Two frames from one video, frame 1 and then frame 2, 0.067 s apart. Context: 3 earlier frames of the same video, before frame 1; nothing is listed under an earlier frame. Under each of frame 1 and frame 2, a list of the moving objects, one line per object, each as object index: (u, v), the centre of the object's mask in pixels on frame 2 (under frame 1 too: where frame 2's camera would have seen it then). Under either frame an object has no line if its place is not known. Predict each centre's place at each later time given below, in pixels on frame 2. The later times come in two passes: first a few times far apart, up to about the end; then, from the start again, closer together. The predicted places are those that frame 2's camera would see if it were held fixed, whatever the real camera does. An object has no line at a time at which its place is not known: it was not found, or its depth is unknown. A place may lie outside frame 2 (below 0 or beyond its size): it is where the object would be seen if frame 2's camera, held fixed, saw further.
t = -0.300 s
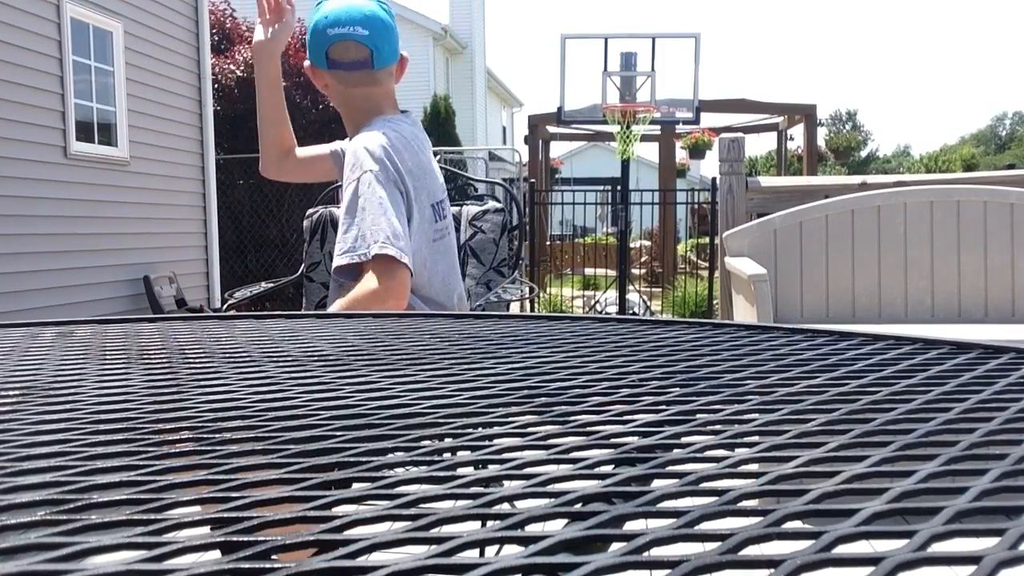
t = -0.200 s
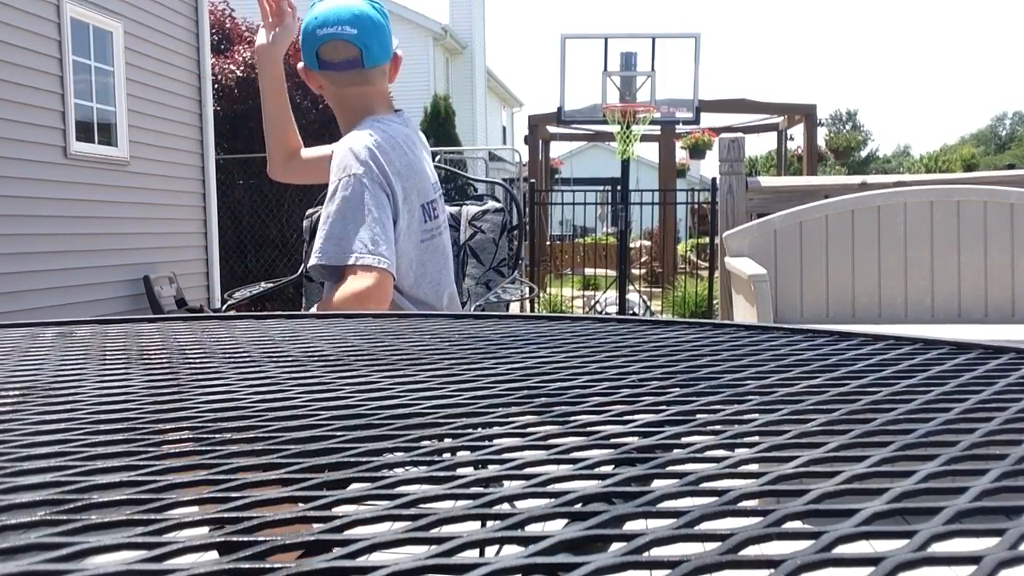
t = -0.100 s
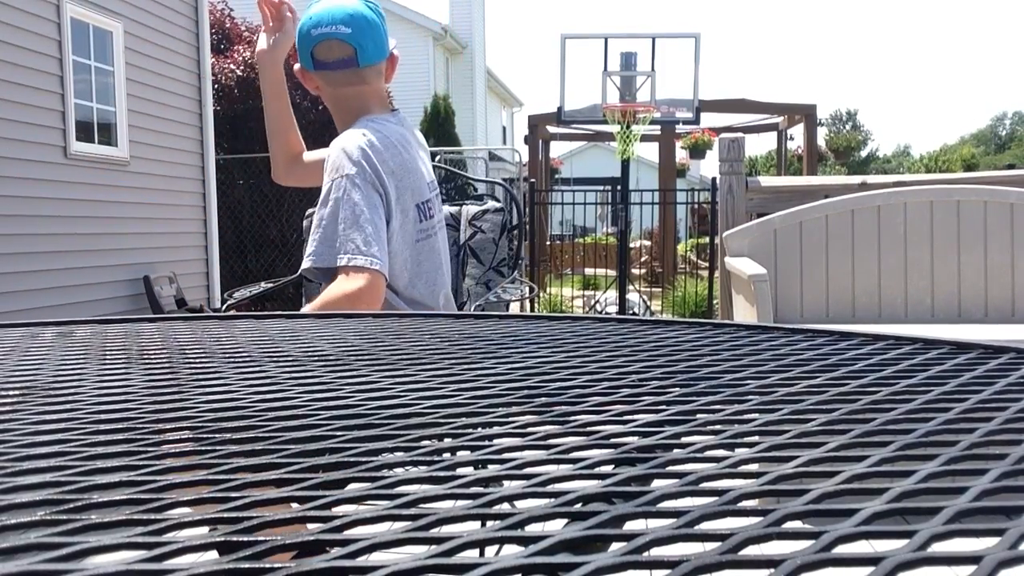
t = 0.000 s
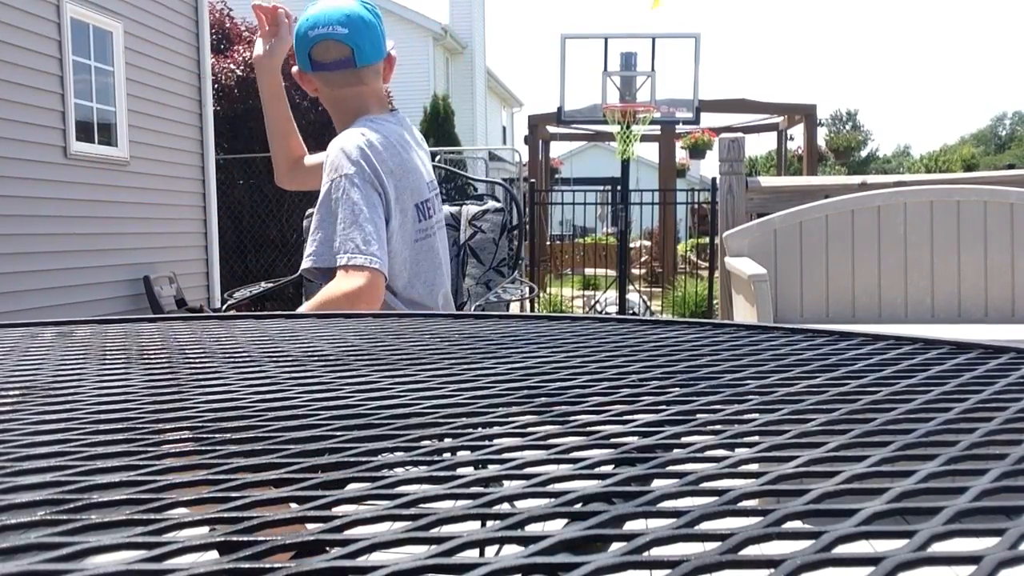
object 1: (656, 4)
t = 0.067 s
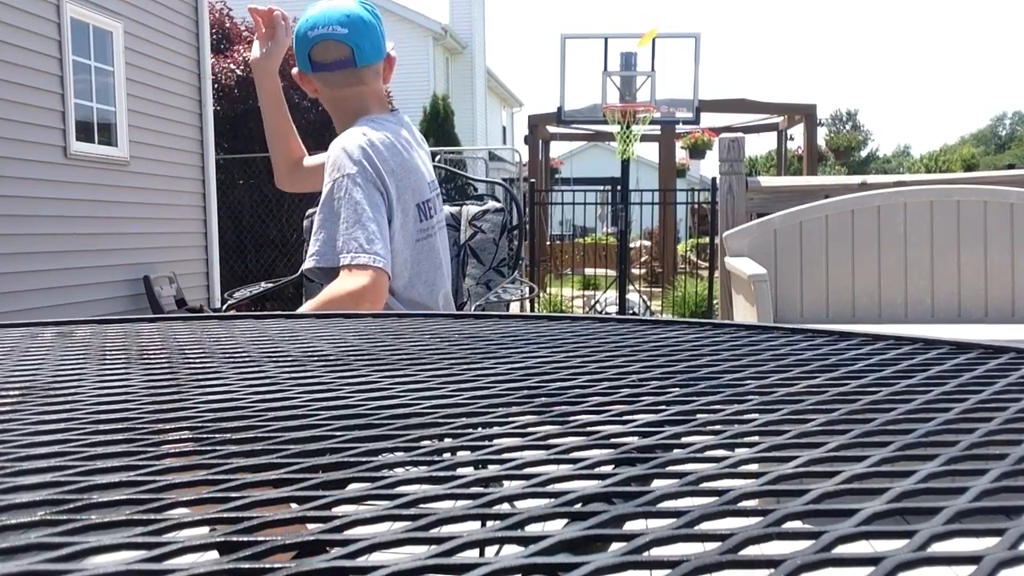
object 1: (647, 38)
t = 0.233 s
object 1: (625, 104)
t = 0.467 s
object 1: (613, 94)
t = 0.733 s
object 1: (612, 101)
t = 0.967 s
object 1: (621, 105)
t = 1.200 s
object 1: (628, 142)
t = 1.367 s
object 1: (633, 191)
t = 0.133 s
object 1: (634, 78)
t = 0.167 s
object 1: (629, 95)
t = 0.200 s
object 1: (627, 106)
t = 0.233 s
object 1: (625, 104)
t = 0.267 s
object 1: (623, 101)
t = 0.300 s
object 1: (620, 101)
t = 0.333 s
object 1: (617, 103)
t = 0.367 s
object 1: (614, 103)
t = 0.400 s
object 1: (614, 100)
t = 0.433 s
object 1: (614, 96)
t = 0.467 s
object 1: (613, 94)
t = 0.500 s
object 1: (613, 94)
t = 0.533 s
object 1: (612, 95)
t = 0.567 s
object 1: (613, 96)
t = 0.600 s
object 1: (612, 98)
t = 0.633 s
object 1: (612, 100)
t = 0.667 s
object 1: (611, 100)
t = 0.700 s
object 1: (611, 101)
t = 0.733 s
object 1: (612, 101)
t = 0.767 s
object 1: (613, 101)
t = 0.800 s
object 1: (614, 102)
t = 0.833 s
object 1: (616, 103)
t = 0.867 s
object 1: (617, 103)
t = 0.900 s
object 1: (617, 103)
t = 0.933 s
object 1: (620, 104)
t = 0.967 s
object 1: (621, 105)
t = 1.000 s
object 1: (622, 108)
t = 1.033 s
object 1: (624, 111)
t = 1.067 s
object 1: (626, 116)
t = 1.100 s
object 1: (626, 120)
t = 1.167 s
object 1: (629, 135)
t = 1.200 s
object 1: (628, 142)
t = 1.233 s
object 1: (630, 150)
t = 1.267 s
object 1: (631, 159)
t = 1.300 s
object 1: (632, 168)
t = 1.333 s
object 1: (632, 179)
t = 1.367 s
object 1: (633, 191)
